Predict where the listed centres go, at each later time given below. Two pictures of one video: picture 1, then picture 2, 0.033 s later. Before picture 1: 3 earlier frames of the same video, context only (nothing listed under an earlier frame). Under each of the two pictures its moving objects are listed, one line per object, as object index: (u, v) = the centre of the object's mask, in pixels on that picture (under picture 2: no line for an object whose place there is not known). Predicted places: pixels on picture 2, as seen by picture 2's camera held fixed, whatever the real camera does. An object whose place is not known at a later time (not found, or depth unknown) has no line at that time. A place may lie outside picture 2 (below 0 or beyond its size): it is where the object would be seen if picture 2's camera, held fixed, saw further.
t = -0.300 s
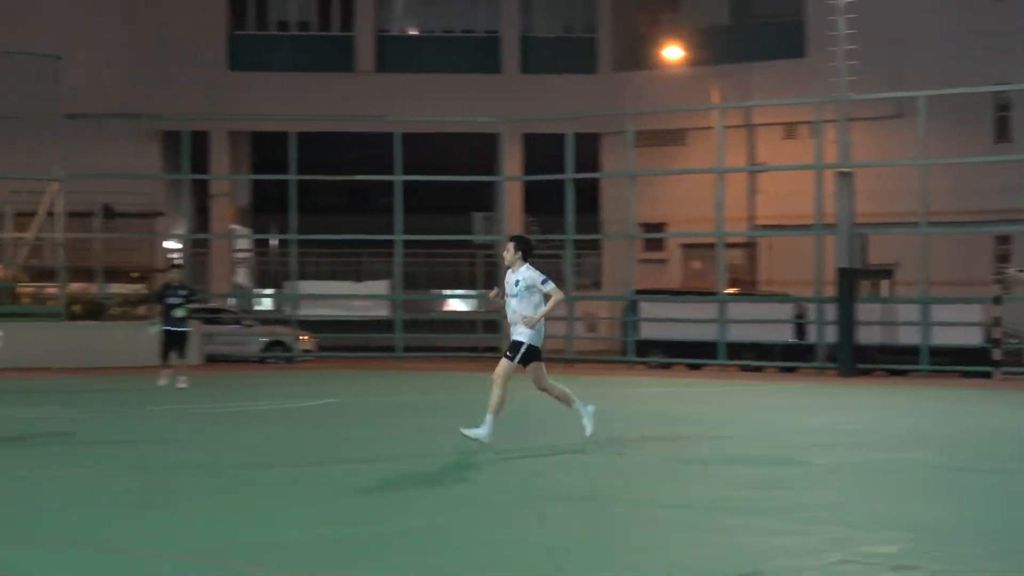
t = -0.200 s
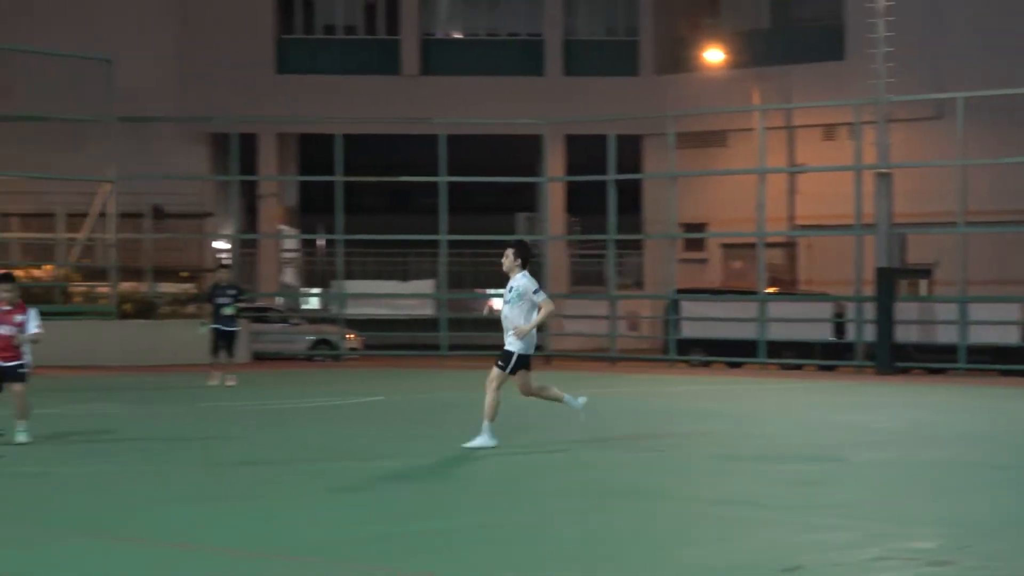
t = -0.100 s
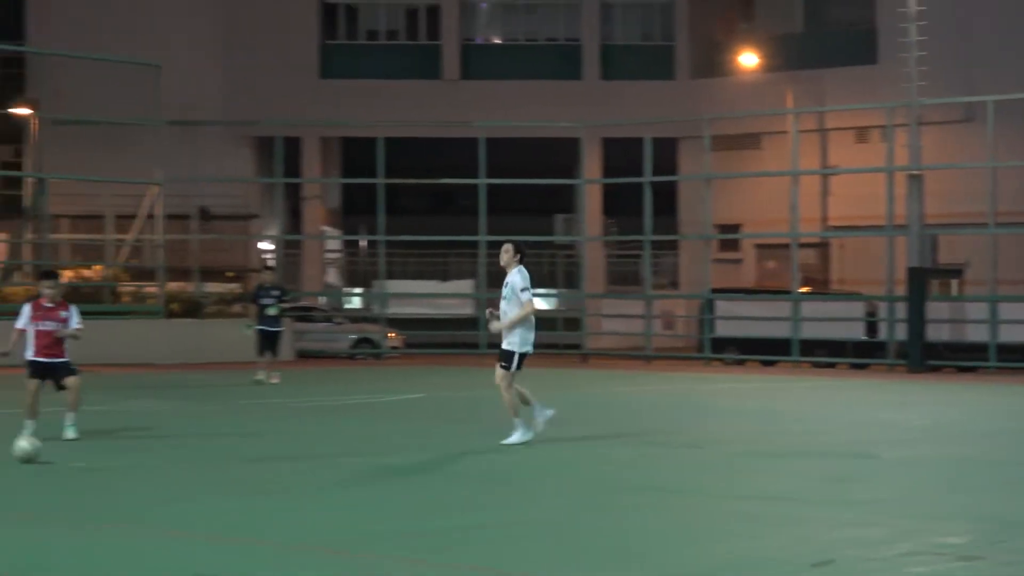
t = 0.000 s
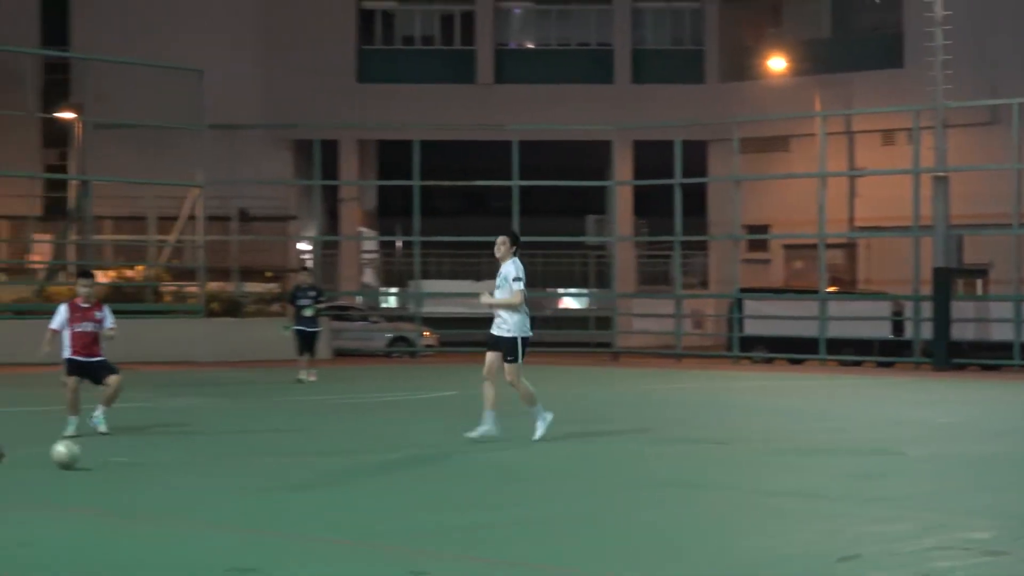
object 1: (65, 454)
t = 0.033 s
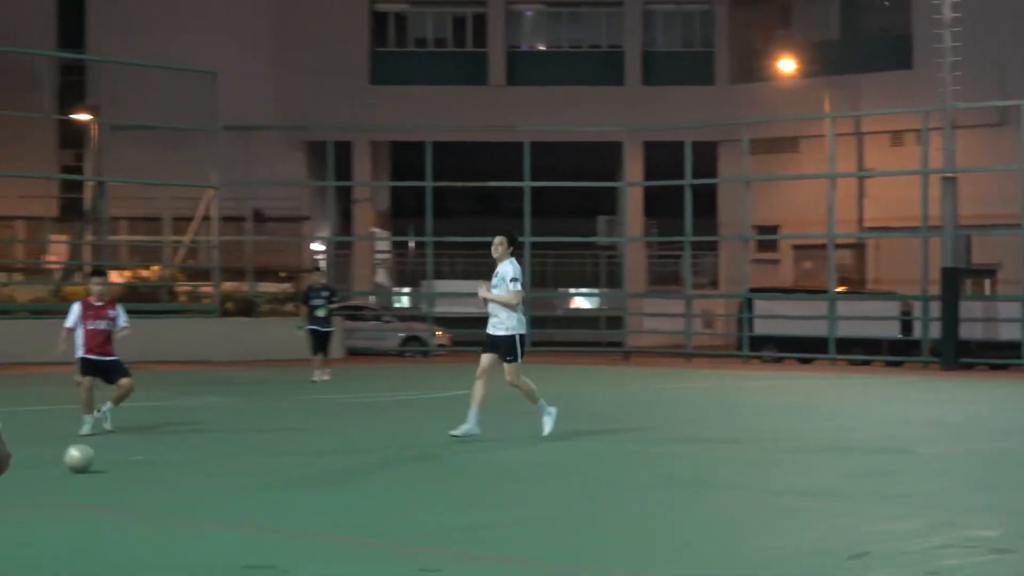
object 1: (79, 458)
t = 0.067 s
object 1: (72, 460)
